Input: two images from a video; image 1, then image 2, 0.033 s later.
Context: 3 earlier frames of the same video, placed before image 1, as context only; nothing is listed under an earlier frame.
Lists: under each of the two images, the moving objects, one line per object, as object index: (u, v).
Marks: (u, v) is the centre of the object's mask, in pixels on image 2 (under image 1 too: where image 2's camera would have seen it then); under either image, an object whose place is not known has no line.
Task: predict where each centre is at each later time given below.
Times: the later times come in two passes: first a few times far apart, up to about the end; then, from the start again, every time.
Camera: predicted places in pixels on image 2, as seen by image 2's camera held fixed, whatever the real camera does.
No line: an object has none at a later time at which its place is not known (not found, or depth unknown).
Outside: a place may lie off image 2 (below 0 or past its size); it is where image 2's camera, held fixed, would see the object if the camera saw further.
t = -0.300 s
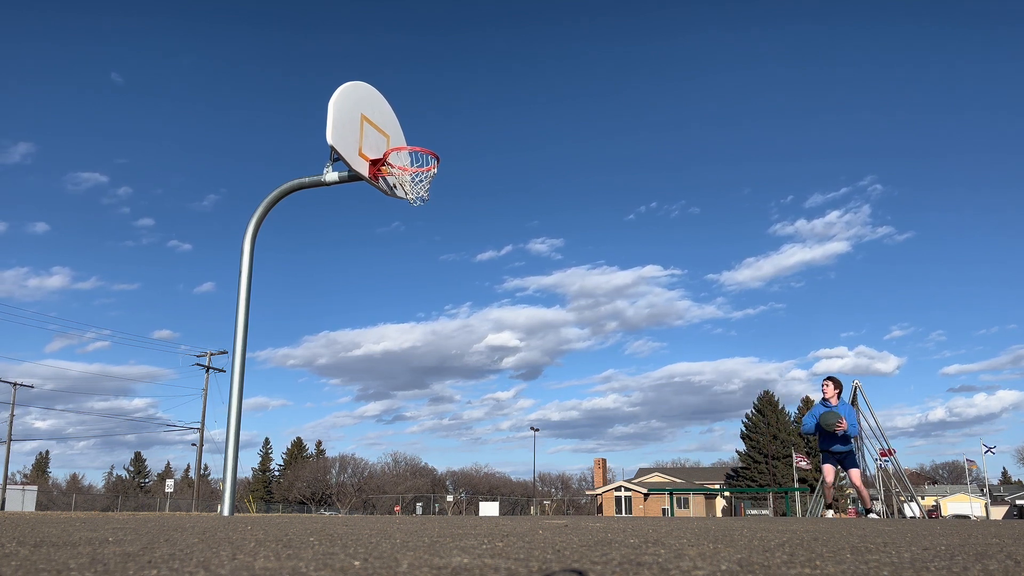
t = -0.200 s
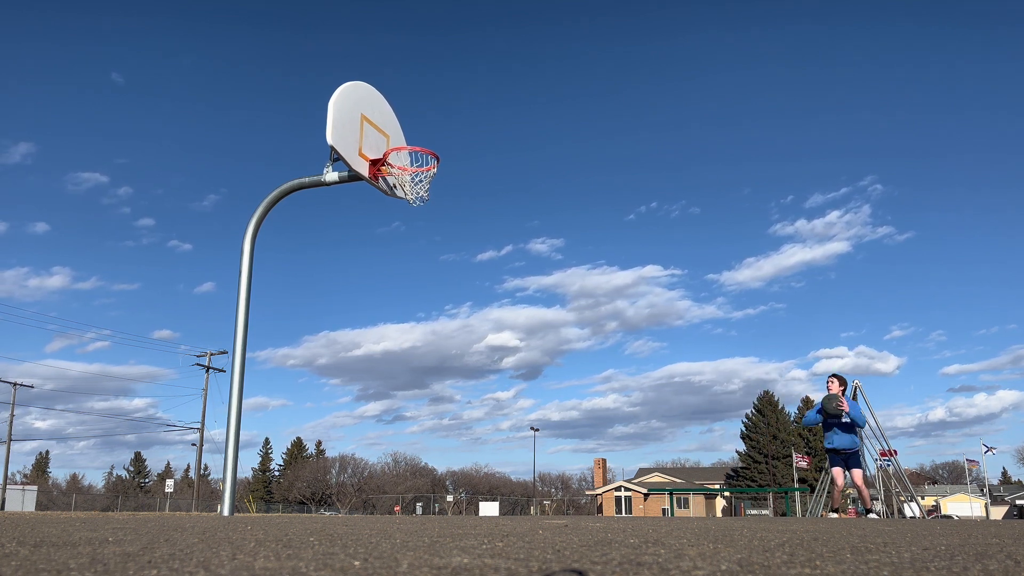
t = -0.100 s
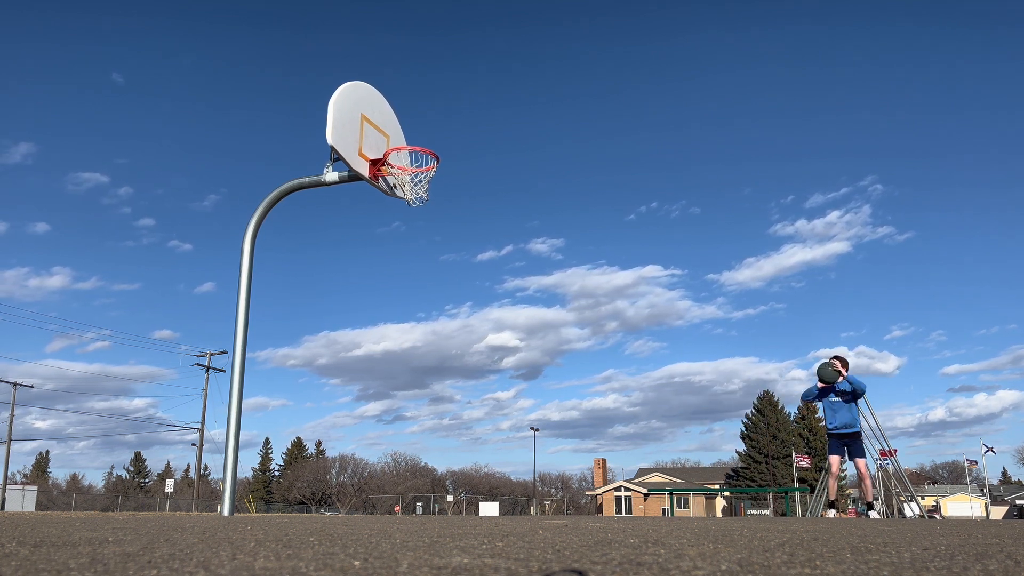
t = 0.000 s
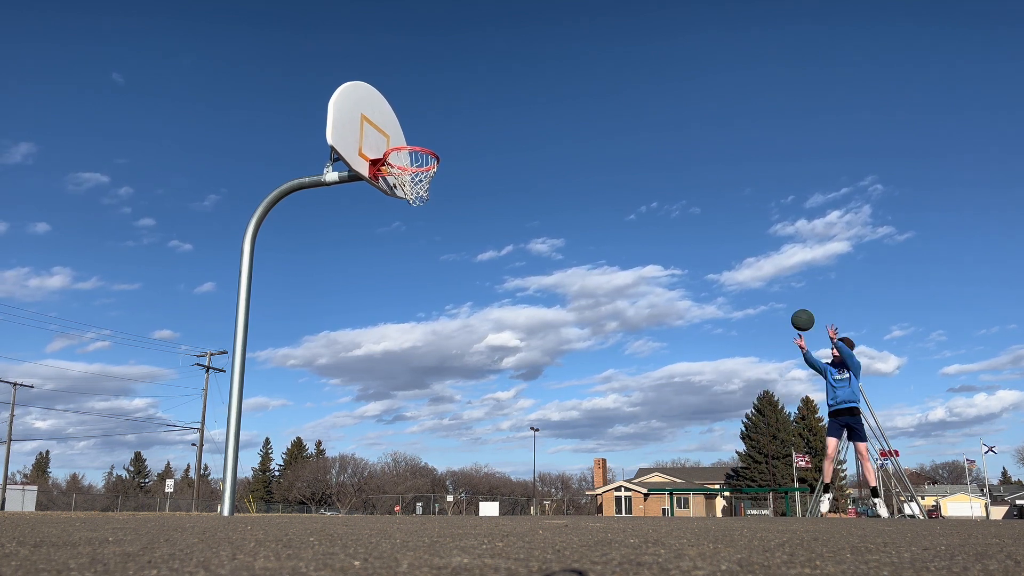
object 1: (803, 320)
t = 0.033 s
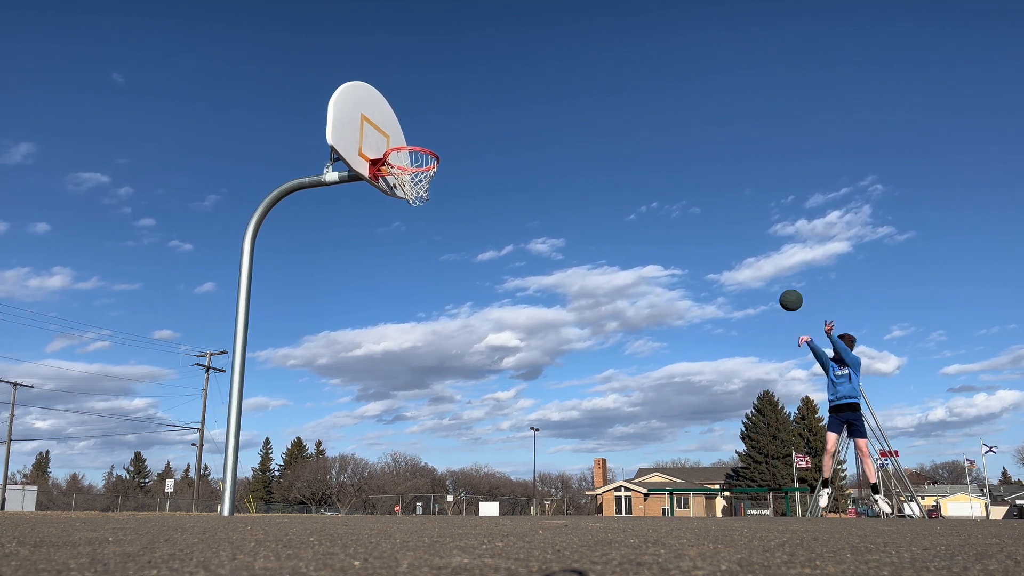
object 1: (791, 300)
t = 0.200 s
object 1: (734, 214)
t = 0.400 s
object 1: (667, 140)
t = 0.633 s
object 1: (588, 93)
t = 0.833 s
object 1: (519, 87)
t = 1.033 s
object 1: (443, 119)
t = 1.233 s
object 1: (415, 160)
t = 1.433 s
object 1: (382, 143)
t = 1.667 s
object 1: (410, 156)
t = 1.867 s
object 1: (426, 192)
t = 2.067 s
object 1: (416, 231)
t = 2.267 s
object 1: (408, 314)
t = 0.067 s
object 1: (779, 281)
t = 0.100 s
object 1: (768, 263)
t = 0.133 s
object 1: (756, 246)
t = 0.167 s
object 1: (745, 230)
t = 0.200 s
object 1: (734, 214)
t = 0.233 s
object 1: (722, 200)
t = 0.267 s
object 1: (711, 186)
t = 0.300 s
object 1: (700, 173)
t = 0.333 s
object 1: (689, 161)
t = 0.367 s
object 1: (678, 151)
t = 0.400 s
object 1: (667, 140)
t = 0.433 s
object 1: (655, 131)
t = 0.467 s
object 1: (644, 122)
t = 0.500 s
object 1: (633, 115)
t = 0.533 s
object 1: (622, 108)
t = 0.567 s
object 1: (611, 102)
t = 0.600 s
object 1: (600, 97)
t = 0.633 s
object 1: (588, 93)
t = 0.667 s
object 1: (577, 89)
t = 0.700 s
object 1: (566, 87)
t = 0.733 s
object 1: (554, 86)
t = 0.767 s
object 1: (542, 85)
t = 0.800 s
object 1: (531, 86)
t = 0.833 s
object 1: (519, 87)
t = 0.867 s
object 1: (507, 90)
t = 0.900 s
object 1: (495, 93)
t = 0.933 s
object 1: (482, 98)
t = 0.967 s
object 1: (469, 103)
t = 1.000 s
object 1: (456, 111)
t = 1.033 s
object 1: (443, 119)
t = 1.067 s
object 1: (429, 128)
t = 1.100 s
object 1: (415, 137)
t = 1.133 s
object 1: (404, 150)
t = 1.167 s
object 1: (408, 160)
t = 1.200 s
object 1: (412, 162)
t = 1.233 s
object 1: (415, 160)
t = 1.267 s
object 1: (422, 150)
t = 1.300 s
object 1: (416, 147)
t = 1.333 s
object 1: (407, 144)
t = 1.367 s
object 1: (399, 142)
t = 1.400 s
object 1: (391, 142)
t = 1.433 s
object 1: (382, 143)
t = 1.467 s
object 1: (382, 144)
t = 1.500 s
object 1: (387, 143)
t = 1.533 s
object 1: (391, 142)
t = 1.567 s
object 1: (396, 144)
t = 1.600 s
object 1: (400, 146)
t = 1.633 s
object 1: (405, 150)
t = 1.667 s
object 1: (410, 156)
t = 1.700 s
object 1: (413, 161)
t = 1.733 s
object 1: (418, 166)
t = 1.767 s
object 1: (422, 173)
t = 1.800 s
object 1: (425, 181)
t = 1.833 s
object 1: (427, 186)
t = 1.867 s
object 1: (426, 192)
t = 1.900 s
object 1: (424, 194)
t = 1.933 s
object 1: (422, 199)
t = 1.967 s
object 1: (421, 205)
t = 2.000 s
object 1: (420, 212)
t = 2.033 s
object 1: (418, 221)
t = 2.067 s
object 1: (416, 231)
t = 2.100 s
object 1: (415, 242)
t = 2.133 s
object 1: (413, 254)
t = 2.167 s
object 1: (412, 267)
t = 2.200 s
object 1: (410, 282)
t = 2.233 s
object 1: (409, 297)
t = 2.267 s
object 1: (408, 314)
